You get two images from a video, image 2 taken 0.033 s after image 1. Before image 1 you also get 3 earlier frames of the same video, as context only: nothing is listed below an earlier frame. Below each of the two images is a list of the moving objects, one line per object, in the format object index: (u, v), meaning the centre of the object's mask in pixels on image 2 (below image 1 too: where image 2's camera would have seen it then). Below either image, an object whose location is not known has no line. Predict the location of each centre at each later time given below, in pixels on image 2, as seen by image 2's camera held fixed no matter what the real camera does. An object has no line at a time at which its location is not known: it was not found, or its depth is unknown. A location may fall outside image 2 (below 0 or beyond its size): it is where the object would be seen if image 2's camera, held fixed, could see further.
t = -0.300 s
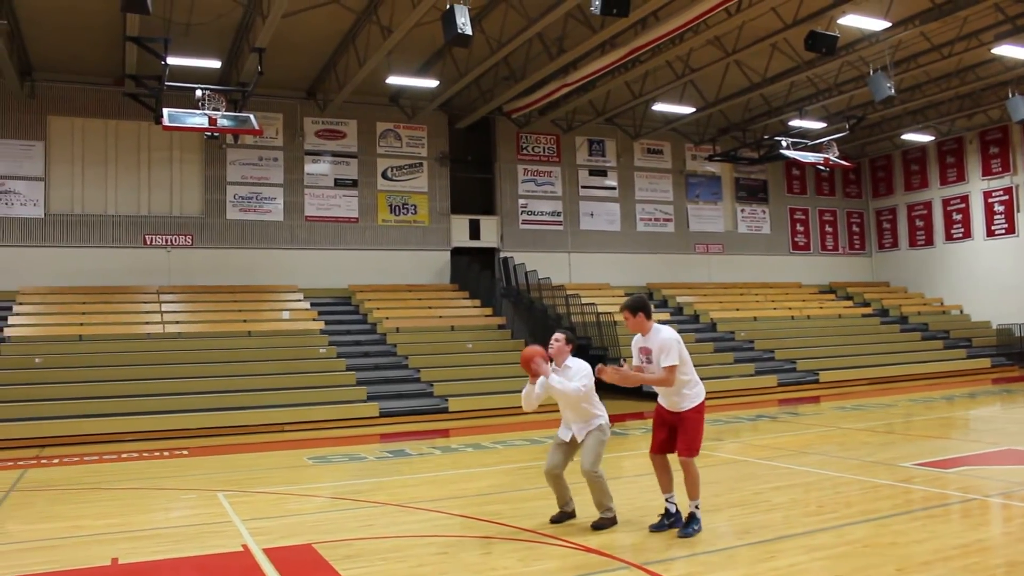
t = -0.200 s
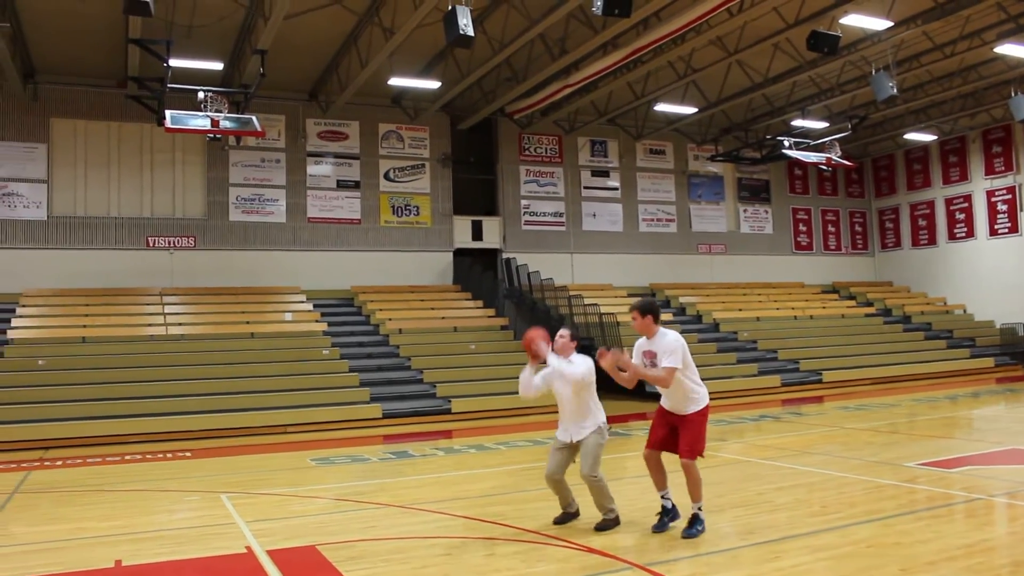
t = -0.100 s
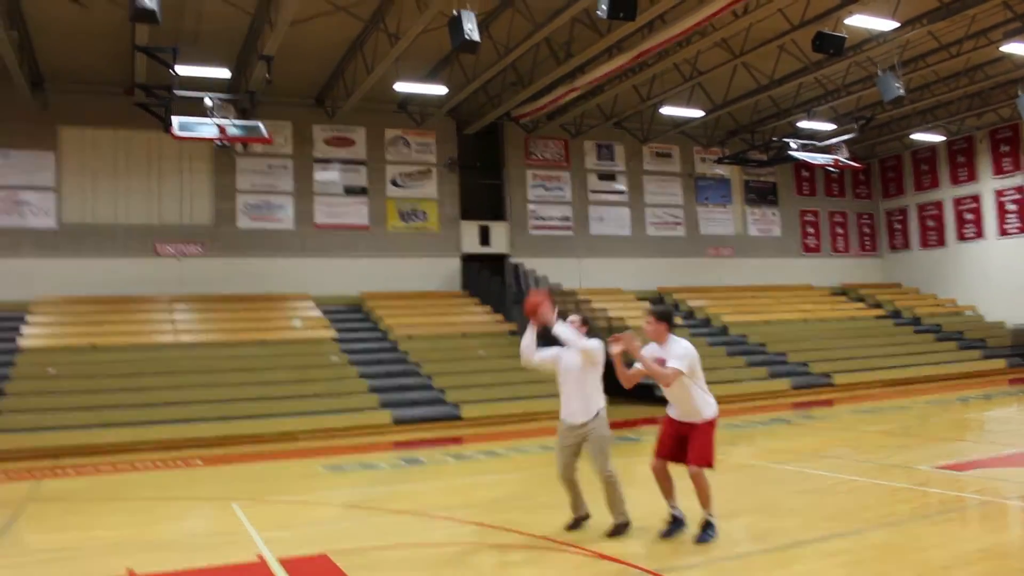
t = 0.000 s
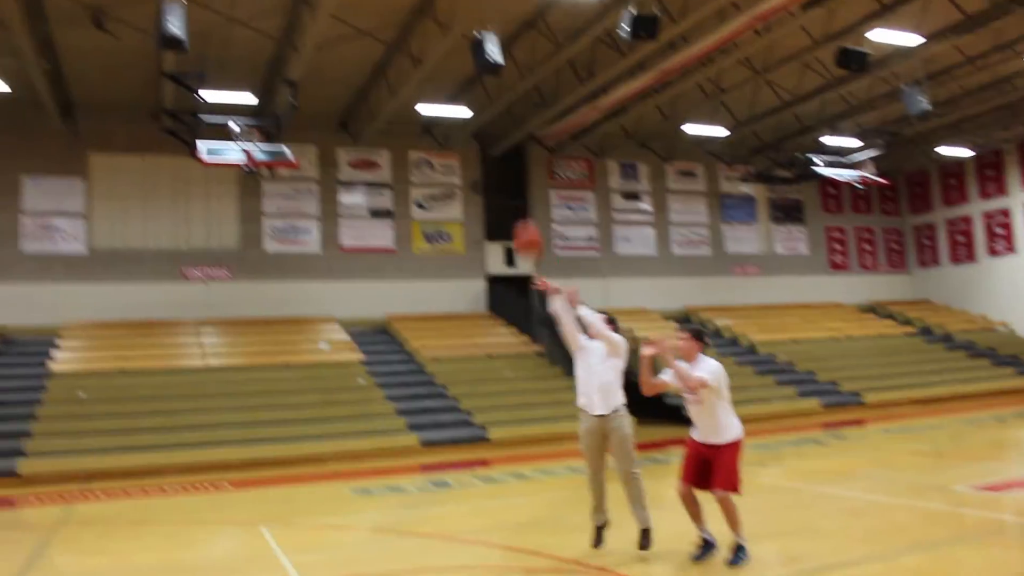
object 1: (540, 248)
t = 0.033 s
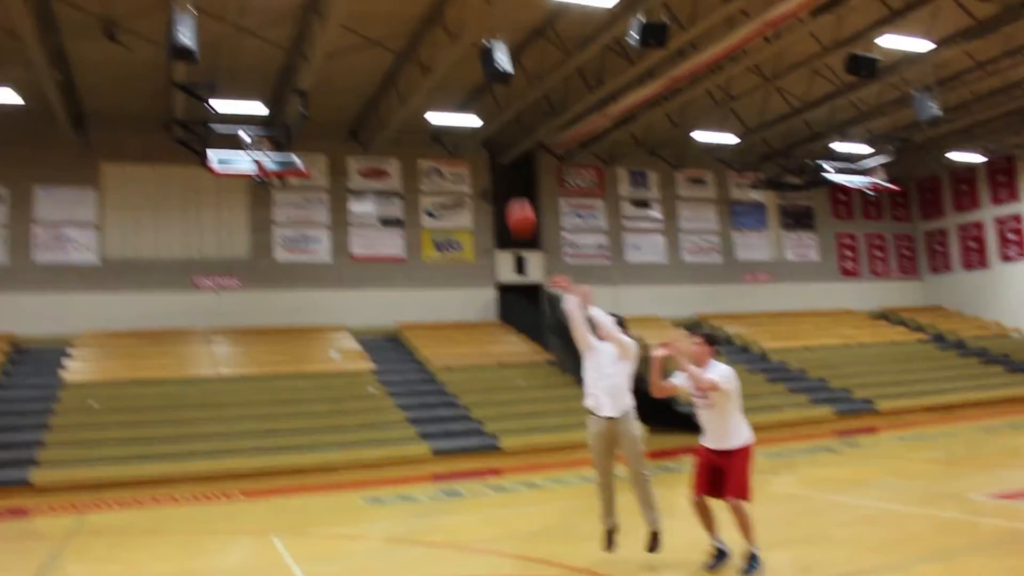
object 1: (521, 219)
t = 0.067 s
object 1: (504, 190)
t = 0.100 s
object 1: (486, 160)
